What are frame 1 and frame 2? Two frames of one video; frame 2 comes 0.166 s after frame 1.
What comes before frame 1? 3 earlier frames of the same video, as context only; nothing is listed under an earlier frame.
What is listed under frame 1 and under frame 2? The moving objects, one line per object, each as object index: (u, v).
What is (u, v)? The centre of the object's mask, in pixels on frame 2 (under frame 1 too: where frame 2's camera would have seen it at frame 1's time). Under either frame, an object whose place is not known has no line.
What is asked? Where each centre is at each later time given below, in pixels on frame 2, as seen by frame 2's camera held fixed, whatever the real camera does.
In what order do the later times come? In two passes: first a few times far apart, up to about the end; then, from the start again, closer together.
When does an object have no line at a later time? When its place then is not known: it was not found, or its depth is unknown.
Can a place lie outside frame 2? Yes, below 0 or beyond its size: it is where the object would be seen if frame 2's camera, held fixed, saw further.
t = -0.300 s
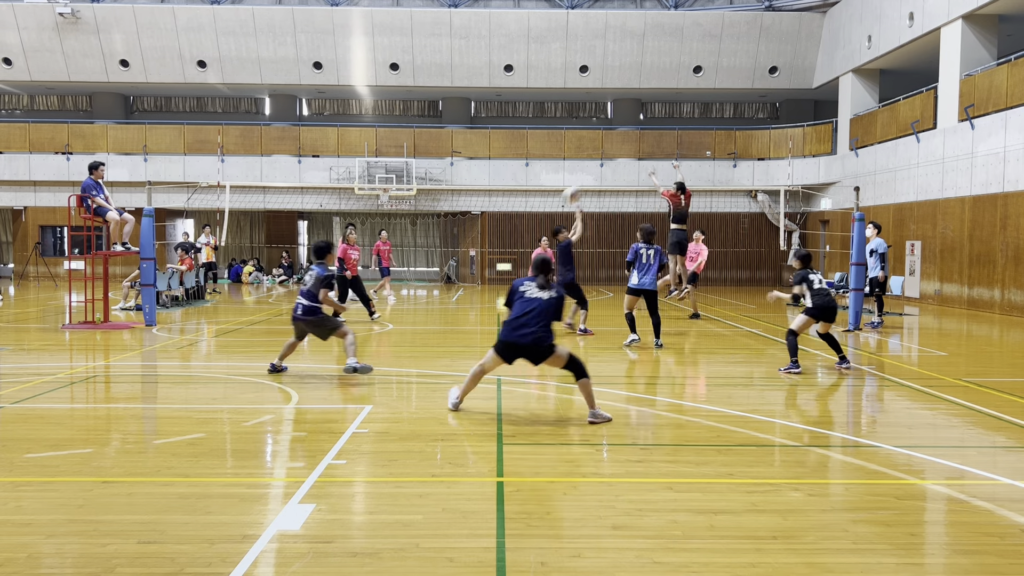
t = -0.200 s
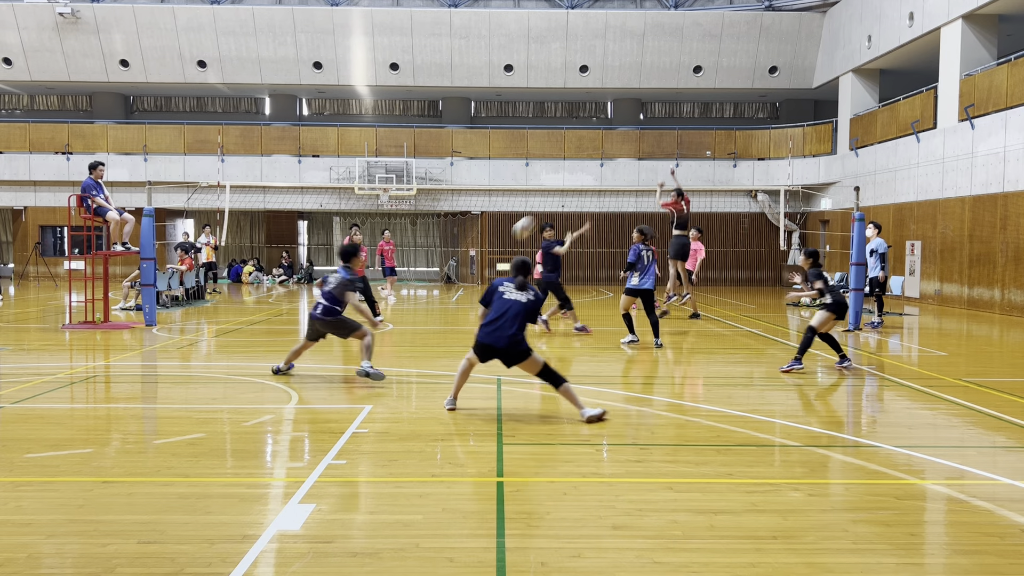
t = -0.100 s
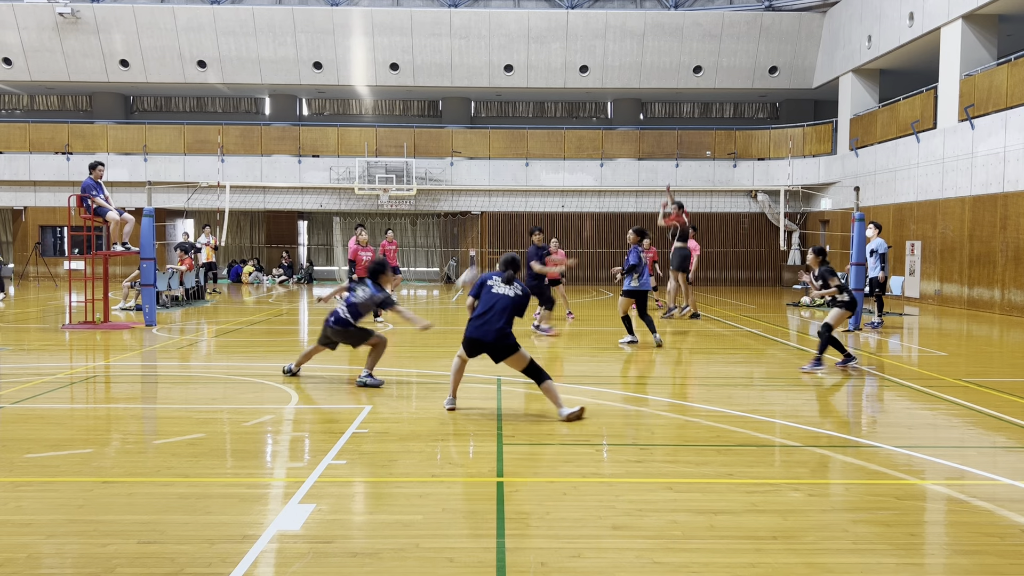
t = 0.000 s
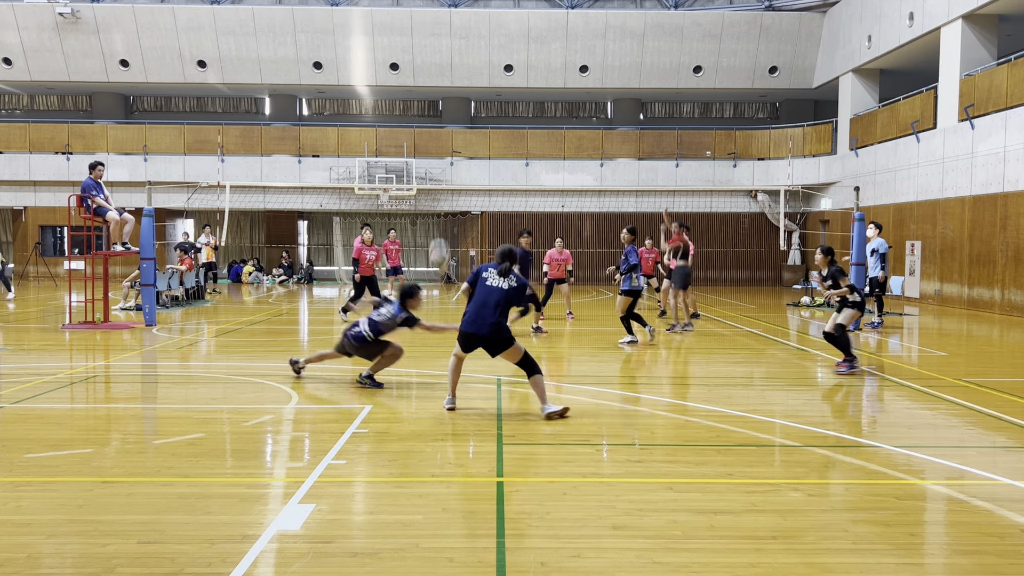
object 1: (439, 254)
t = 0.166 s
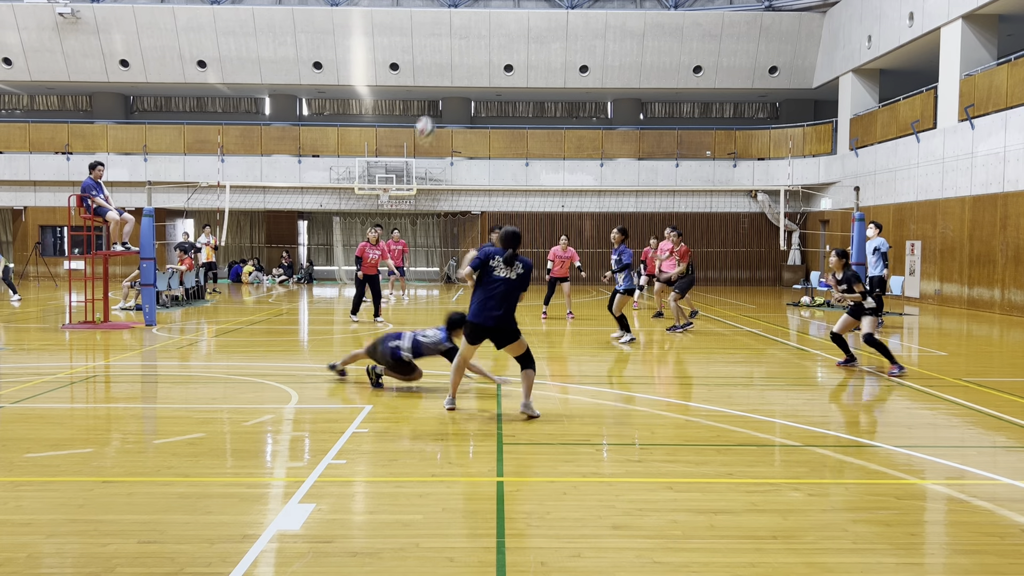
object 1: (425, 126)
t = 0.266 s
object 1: (417, 74)
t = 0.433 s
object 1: (403, 10)
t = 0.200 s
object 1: (423, 110)
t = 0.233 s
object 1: (420, 92)
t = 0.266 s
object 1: (417, 74)
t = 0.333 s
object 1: (411, 45)
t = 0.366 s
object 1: (409, 32)
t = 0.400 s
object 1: (405, 21)
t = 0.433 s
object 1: (403, 10)
